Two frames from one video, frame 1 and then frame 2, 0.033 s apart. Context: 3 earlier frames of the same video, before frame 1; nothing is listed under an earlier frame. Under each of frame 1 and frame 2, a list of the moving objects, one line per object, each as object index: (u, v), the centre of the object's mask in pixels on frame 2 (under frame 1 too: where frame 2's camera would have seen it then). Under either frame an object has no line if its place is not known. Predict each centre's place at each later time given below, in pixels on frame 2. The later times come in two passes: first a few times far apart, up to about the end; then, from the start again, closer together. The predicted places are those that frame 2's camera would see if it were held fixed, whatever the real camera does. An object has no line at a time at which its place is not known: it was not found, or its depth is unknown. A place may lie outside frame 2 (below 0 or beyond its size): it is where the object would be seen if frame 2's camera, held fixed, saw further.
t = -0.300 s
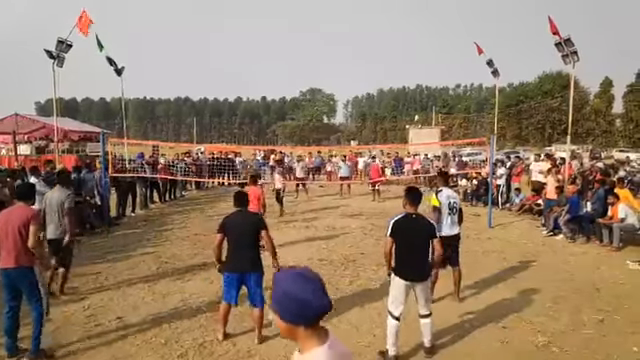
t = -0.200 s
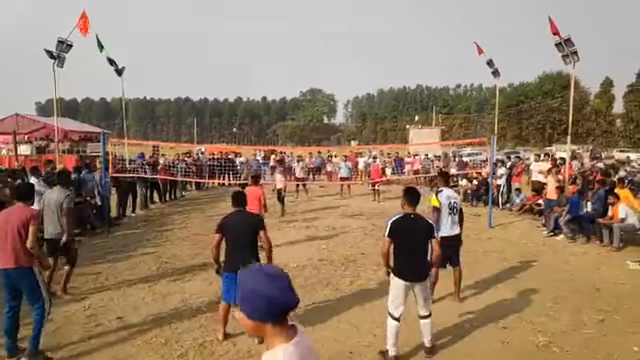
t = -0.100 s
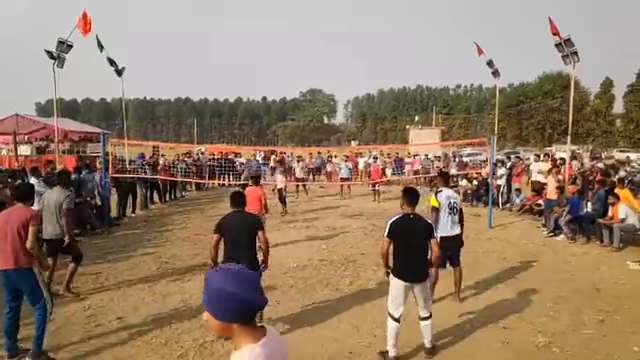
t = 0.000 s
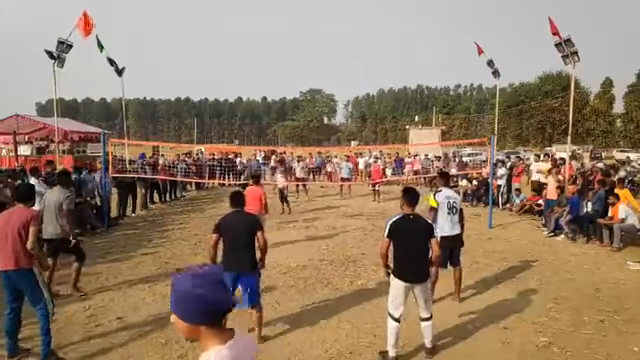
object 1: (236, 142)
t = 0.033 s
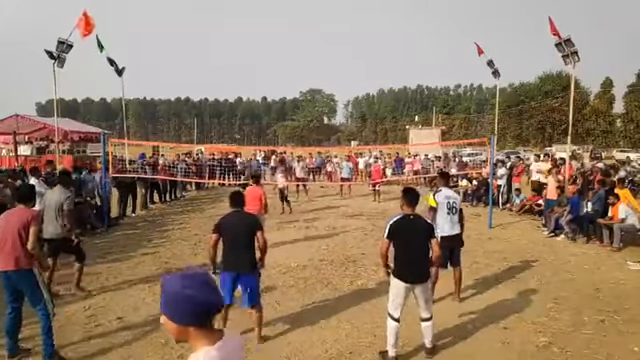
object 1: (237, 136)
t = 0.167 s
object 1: (237, 110)
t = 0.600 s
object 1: (247, 41)
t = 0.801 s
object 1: (255, 24)
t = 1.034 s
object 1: (271, 29)
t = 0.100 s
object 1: (237, 122)
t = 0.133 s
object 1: (237, 115)
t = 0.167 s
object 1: (237, 110)
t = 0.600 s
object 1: (247, 41)
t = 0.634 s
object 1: (248, 36)
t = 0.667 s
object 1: (250, 33)
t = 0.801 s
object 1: (255, 24)
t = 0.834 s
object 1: (257, 22)
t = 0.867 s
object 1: (259, 22)
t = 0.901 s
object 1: (261, 22)
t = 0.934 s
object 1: (263, 22)
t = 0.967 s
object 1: (265, 24)
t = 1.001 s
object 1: (268, 26)
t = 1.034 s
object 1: (271, 29)
